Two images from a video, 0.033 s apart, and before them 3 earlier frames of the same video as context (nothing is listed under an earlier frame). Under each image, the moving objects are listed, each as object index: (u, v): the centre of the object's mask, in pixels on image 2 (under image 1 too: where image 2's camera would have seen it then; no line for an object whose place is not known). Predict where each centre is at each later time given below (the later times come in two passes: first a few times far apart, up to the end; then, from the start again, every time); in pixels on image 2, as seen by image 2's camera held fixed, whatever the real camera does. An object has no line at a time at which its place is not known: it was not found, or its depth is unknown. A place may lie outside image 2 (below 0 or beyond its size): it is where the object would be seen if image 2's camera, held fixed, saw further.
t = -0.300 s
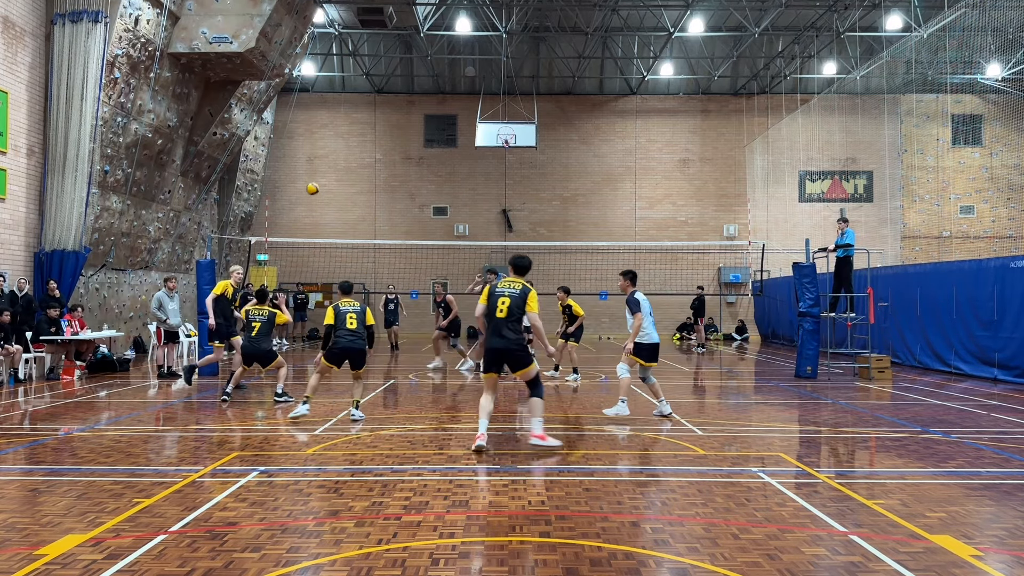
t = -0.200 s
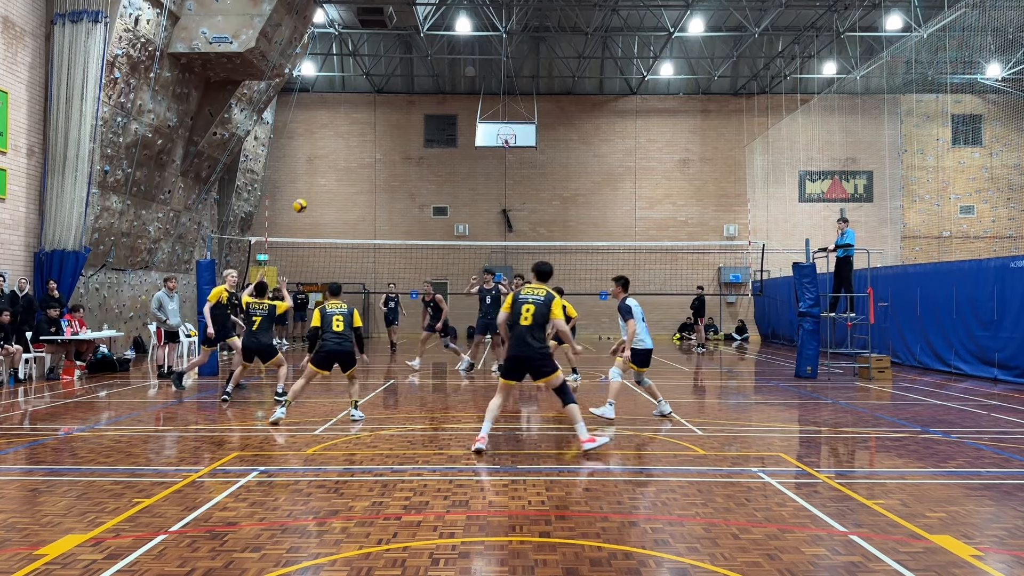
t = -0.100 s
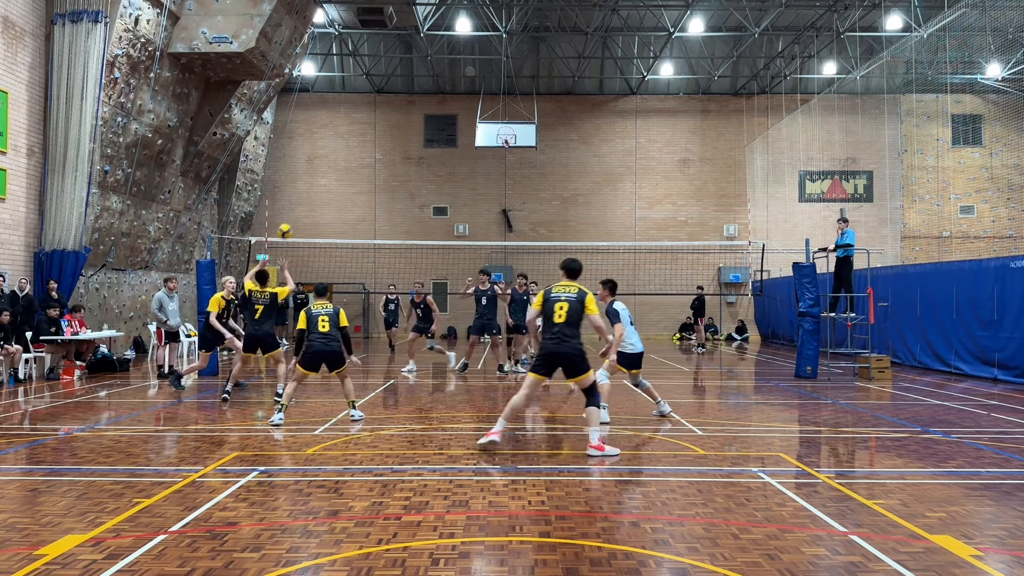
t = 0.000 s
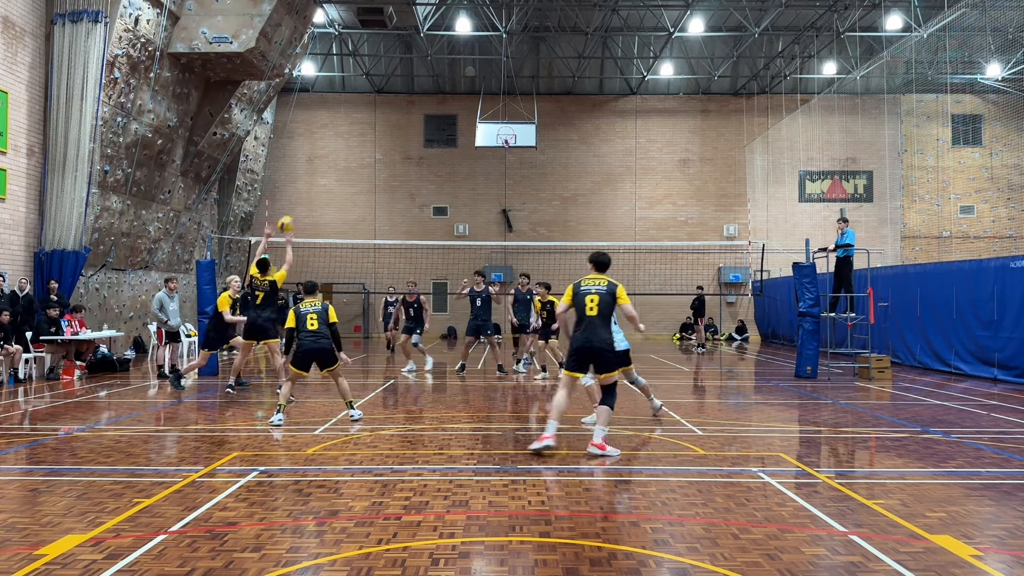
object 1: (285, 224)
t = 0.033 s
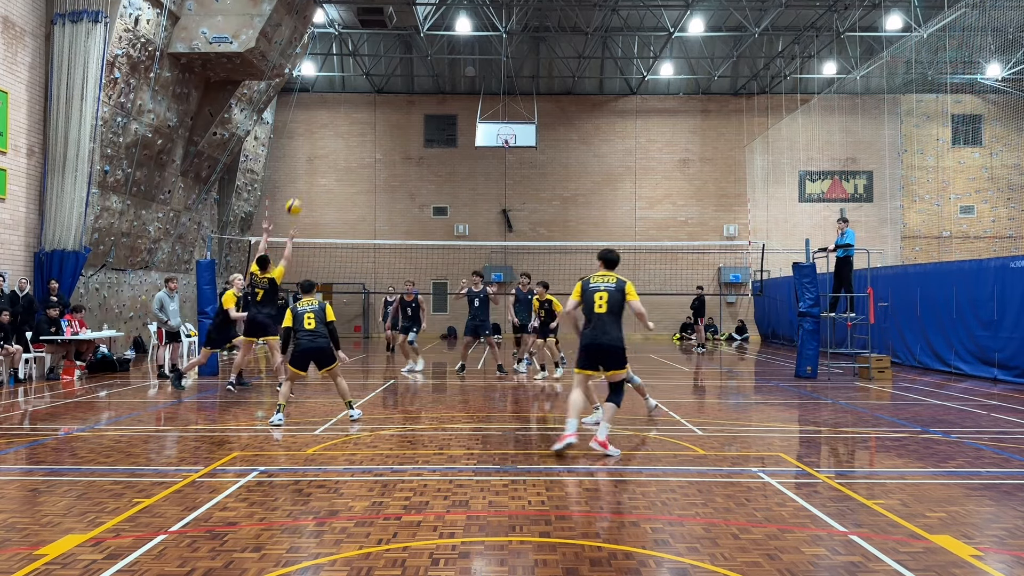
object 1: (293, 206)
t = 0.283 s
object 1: (349, 106)
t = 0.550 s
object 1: (401, 56)
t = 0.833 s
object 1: (452, 56)
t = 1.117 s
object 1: (497, 104)
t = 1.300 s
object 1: (523, 158)
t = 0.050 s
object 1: (297, 198)
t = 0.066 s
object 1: (301, 190)
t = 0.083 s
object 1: (305, 182)
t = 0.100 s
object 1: (309, 175)
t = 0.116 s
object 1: (313, 167)
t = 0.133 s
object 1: (316, 160)
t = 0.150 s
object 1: (321, 153)
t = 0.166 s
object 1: (324, 146)
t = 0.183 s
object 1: (328, 140)
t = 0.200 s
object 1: (331, 133)
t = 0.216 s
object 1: (335, 127)
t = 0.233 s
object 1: (339, 121)
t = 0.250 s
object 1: (342, 117)
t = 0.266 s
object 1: (345, 111)
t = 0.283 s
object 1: (349, 106)
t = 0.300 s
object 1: (352, 101)
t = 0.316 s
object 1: (356, 96)
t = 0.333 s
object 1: (359, 92)
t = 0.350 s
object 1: (363, 88)
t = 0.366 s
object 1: (366, 85)
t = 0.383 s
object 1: (370, 82)
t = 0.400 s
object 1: (373, 78)
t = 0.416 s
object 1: (376, 75)
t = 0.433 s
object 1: (379, 72)
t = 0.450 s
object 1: (382, 69)
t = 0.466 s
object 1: (385, 66)
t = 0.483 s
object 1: (389, 64)
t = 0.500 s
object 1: (392, 61)
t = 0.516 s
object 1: (395, 59)
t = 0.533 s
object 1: (398, 57)
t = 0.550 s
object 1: (401, 56)
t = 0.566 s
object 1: (404, 54)
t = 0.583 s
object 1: (407, 53)
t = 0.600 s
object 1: (411, 52)
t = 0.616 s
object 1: (414, 51)
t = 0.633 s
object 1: (417, 50)
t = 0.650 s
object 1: (420, 50)
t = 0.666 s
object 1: (423, 50)
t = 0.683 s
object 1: (426, 49)
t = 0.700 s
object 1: (429, 49)
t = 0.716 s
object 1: (432, 49)
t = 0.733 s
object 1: (435, 50)
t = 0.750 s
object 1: (438, 50)
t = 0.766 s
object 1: (440, 51)
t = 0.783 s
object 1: (444, 52)
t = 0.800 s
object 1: (446, 53)
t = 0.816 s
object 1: (449, 54)
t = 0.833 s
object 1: (452, 56)
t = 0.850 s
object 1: (455, 58)
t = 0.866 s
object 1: (458, 59)
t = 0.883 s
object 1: (461, 61)
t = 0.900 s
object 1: (463, 63)
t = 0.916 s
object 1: (466, 65)
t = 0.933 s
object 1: (469, 68)
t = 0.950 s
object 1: (471, 70)
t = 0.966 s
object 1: (473, 73)
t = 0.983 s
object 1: (477, 76)
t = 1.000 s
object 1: (480, 78)
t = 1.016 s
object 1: (482, 82)
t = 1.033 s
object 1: (485, 86)
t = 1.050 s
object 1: (487, 89)
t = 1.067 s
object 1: (490, 93)
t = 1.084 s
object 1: (492, 96)
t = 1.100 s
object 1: (495, 100)
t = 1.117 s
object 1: (497, 104)
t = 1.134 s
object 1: (500, 108)
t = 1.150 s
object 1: (502, 112)
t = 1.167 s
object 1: (505, 117)
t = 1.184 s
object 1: (507, 121)
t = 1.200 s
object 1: (509, 126)
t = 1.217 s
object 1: (512, 133)
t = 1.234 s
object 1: (514, 138)
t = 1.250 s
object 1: (516, 143)
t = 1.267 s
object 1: (518, 148)
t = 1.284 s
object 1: (520, 153)
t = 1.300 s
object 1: (523, 158)
